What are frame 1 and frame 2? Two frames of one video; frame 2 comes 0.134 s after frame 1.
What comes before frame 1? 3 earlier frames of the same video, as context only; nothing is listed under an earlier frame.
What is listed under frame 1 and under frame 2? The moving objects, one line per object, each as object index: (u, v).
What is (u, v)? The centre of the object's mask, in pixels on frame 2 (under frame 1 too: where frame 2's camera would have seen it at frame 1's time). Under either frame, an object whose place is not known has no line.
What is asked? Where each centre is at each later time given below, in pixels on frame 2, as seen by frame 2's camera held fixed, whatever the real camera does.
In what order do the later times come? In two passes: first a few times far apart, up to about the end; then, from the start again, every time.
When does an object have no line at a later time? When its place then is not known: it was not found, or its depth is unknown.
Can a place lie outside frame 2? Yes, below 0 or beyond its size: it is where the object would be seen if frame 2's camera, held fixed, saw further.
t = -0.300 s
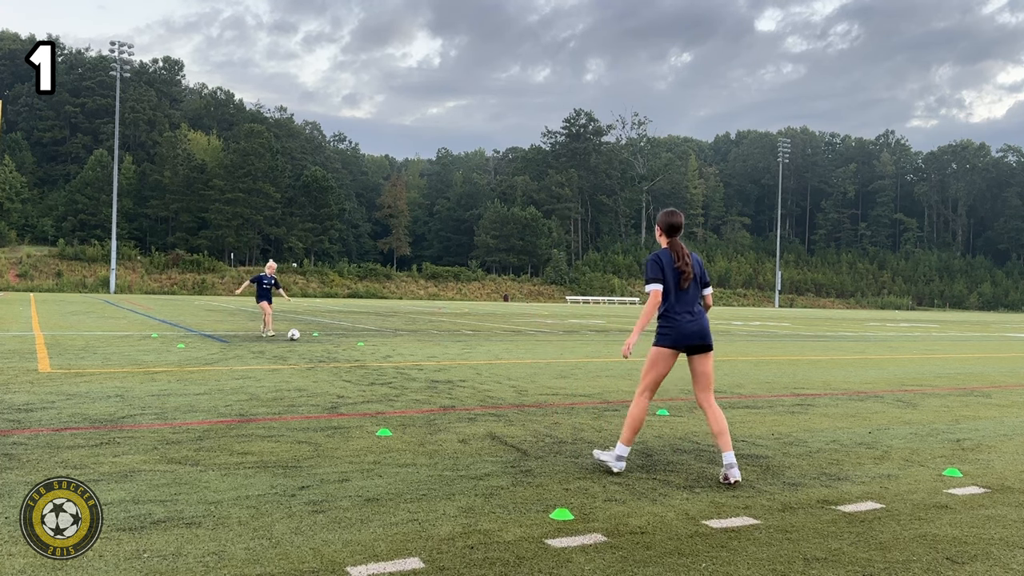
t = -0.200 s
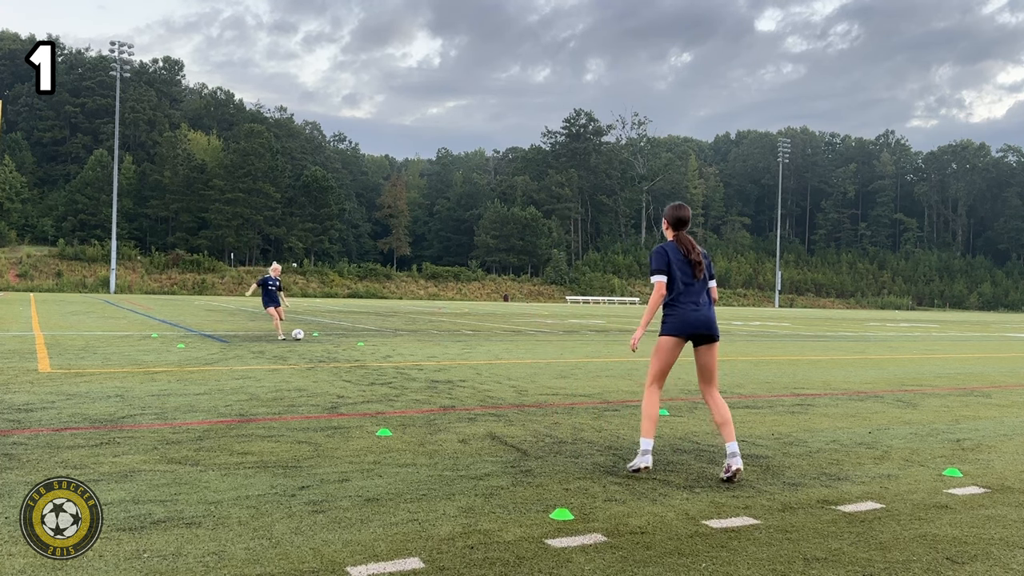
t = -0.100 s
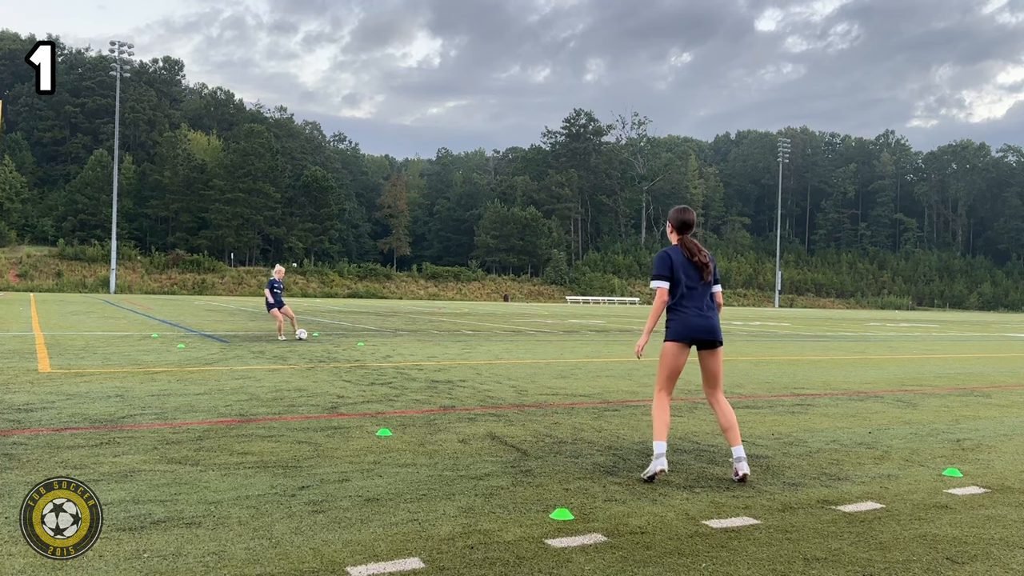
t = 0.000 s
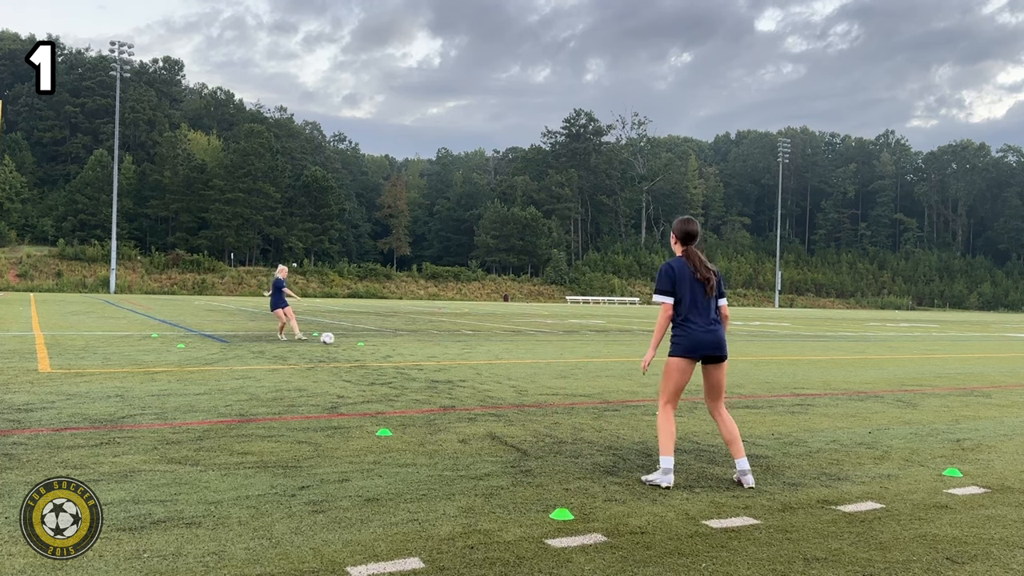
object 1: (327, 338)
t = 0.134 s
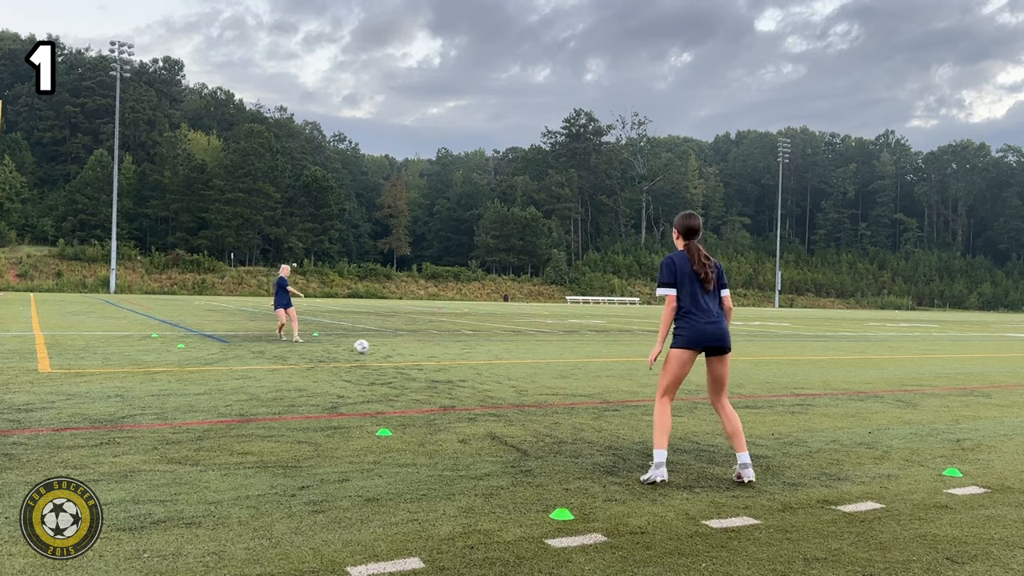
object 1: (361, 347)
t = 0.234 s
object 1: (388, 351)
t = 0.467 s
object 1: (496, 375)
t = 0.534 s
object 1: (524, 380)
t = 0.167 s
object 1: (371, 347)
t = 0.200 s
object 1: (383, 349)
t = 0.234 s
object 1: (388, 351)
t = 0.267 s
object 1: (413, 359)
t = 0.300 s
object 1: (426, 360)
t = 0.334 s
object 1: (433, 362)
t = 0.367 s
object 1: (448, 364)
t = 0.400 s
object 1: (463, 368)
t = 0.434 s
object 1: (479, 372)
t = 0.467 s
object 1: (496, 375)
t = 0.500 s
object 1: (514, 378)
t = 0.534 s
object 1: (524, 380)
